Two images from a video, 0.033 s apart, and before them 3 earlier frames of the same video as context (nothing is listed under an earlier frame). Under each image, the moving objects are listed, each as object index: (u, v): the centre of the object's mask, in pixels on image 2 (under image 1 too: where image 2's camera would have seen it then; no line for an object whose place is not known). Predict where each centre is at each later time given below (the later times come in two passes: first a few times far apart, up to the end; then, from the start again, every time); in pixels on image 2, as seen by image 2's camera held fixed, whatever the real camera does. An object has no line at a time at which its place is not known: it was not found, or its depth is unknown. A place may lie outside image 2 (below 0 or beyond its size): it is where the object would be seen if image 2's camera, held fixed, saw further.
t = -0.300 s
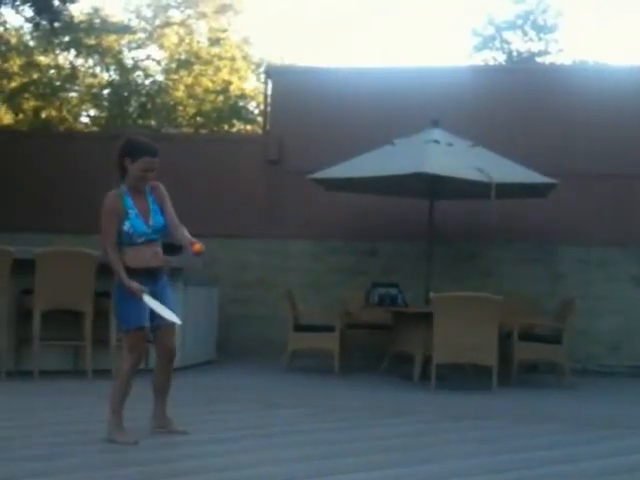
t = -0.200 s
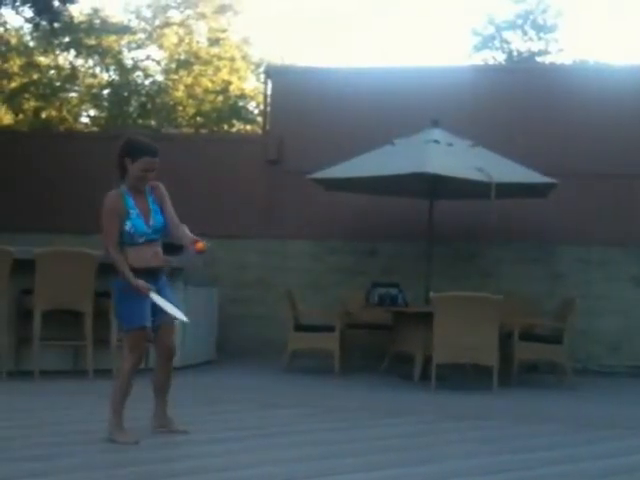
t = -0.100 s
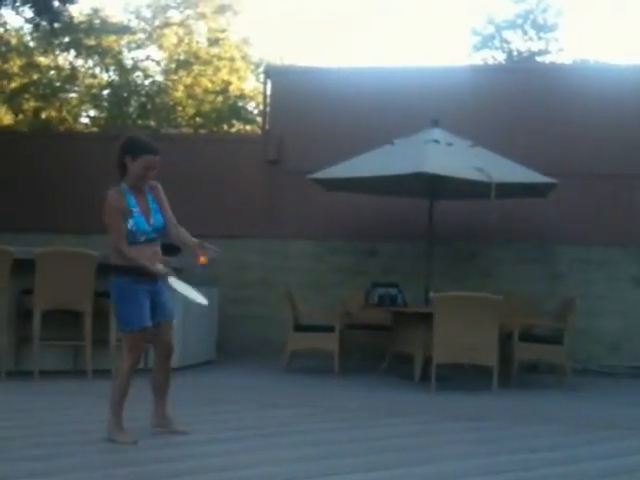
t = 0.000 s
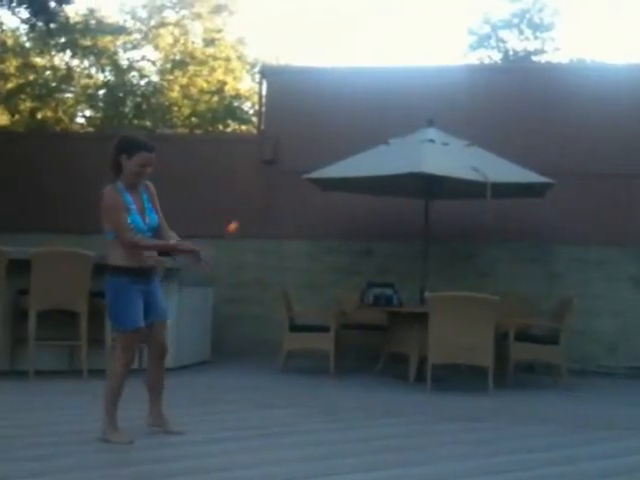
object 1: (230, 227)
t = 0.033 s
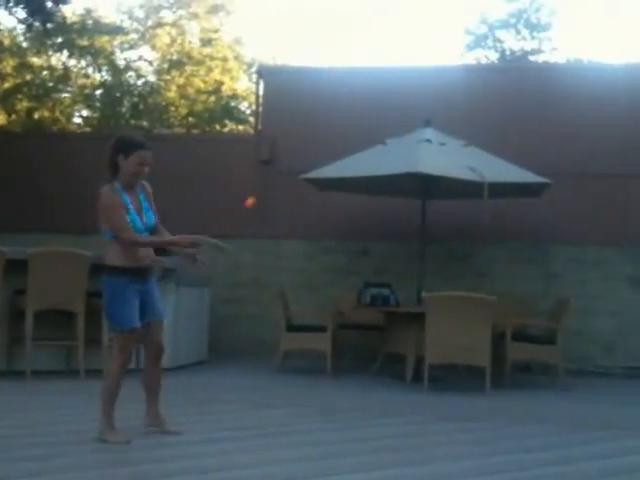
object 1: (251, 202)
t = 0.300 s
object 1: (412, 79)
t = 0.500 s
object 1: (532, 80)
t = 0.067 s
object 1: (270, 178)
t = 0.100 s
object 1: (292, 158)
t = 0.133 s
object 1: (311, 140)
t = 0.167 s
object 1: (331, 123)
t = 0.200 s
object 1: (352, 108)
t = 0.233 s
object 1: (371, 97)
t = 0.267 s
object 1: (390, 87)
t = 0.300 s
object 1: (412, 79)
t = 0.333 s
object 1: (432, 72)
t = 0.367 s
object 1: (452, 69)
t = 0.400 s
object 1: (472, 67)
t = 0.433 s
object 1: (491, 69)
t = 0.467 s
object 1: (511, 74)
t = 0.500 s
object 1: (532, 80)
